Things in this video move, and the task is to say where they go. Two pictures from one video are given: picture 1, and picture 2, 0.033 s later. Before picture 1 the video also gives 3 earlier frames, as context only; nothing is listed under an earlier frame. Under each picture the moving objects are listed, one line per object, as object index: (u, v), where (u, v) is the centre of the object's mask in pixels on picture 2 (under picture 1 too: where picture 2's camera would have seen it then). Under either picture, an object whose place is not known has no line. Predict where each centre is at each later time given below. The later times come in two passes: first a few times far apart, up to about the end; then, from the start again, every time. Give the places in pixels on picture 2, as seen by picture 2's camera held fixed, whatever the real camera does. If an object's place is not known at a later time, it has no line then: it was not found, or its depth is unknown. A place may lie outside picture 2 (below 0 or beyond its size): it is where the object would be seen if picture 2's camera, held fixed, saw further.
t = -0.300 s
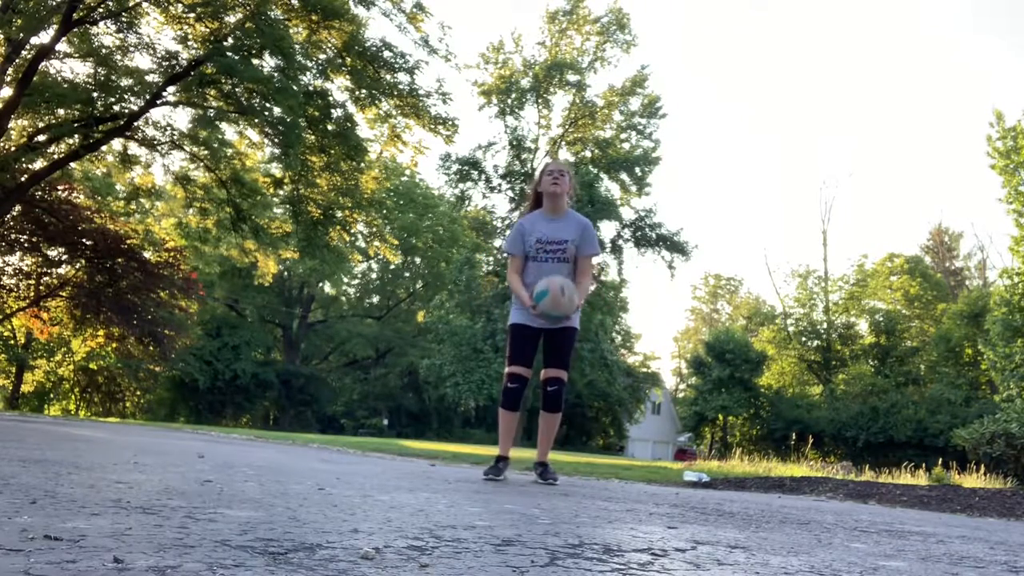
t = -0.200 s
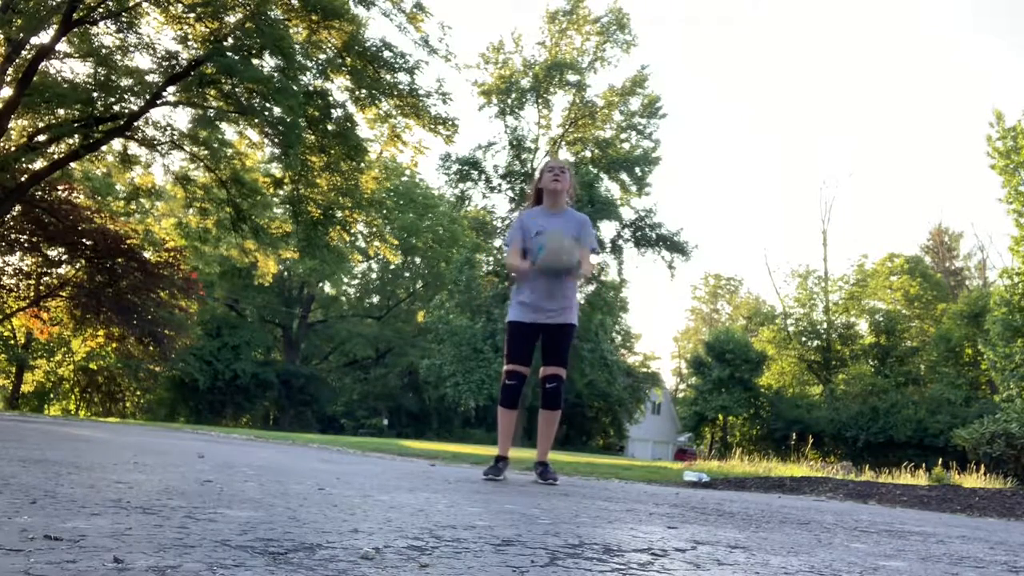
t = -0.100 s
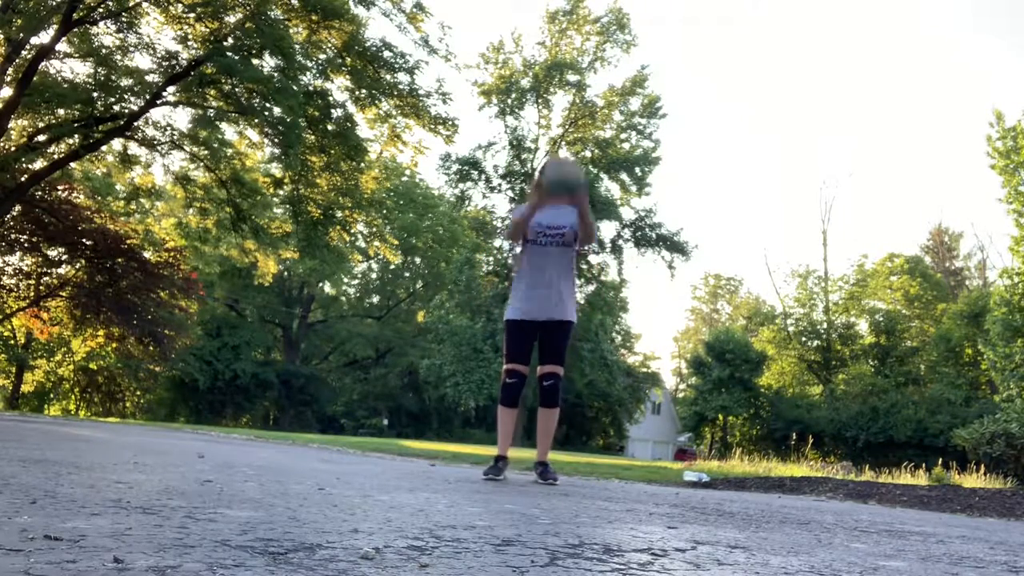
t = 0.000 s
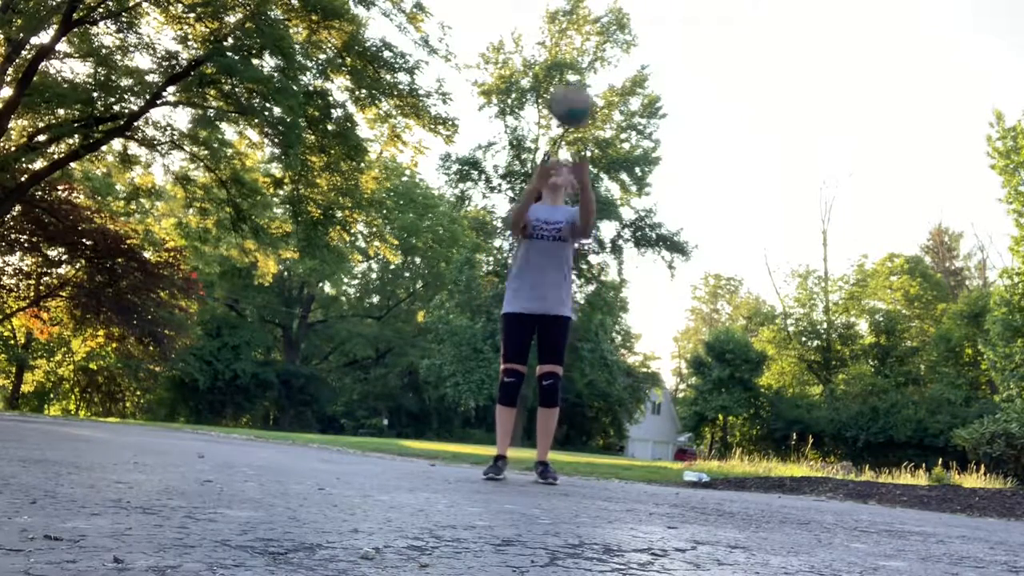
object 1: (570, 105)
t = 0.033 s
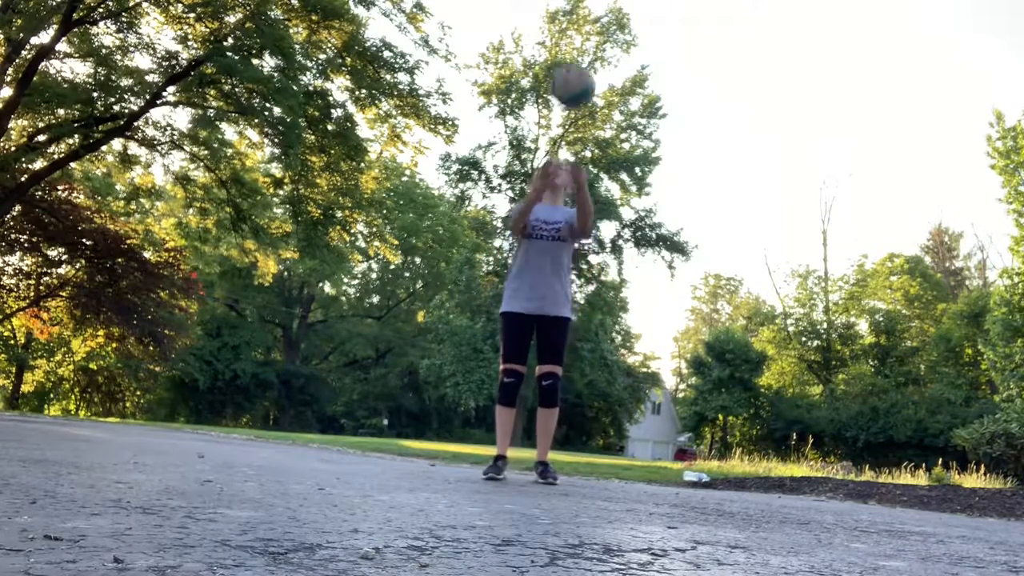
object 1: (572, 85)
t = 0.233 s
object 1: (584, 24)
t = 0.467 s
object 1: (589, 54)
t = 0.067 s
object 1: (575, 70)
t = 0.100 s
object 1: (577, 56)
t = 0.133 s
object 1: (579, 44)
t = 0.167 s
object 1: (581, 35)
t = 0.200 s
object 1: (583, 29)
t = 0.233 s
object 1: (584, 24)
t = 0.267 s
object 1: (585, 22)
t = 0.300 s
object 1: (586, 22)
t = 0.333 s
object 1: (587, 23)
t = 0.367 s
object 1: (588, 28)
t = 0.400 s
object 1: (588, 34)
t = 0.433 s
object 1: (589, 42)
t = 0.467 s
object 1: (589, 54)
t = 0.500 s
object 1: (590, 65)
